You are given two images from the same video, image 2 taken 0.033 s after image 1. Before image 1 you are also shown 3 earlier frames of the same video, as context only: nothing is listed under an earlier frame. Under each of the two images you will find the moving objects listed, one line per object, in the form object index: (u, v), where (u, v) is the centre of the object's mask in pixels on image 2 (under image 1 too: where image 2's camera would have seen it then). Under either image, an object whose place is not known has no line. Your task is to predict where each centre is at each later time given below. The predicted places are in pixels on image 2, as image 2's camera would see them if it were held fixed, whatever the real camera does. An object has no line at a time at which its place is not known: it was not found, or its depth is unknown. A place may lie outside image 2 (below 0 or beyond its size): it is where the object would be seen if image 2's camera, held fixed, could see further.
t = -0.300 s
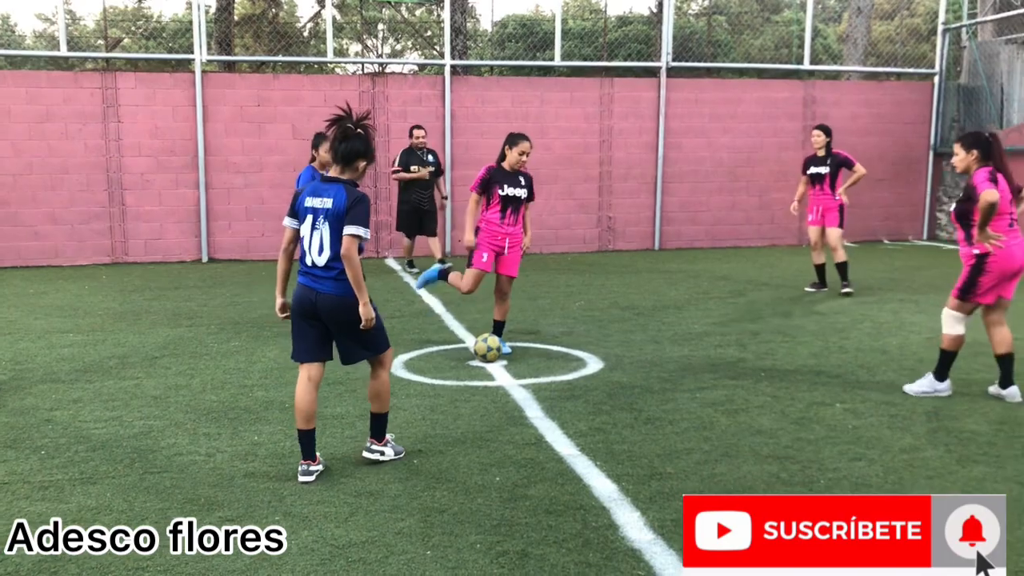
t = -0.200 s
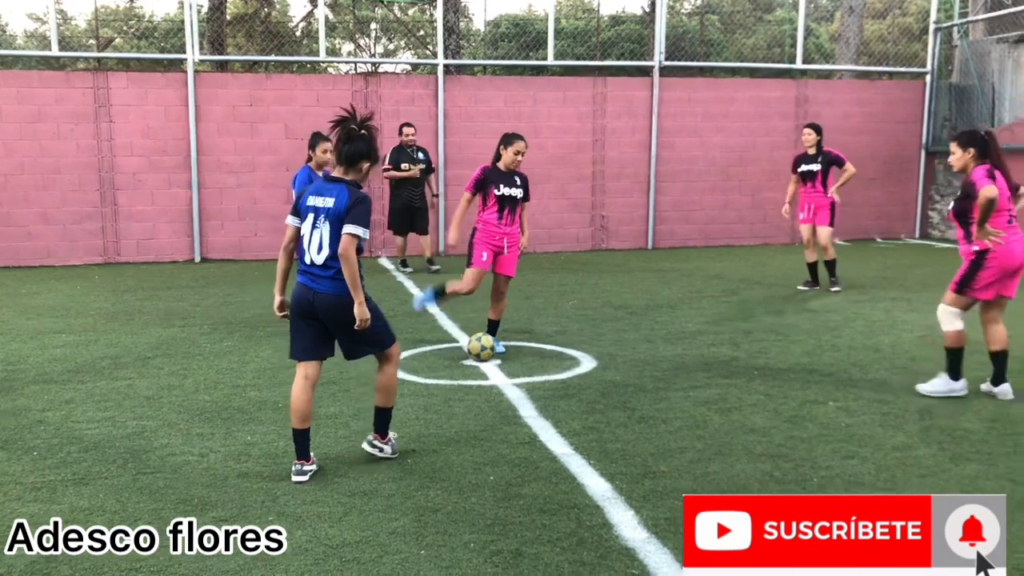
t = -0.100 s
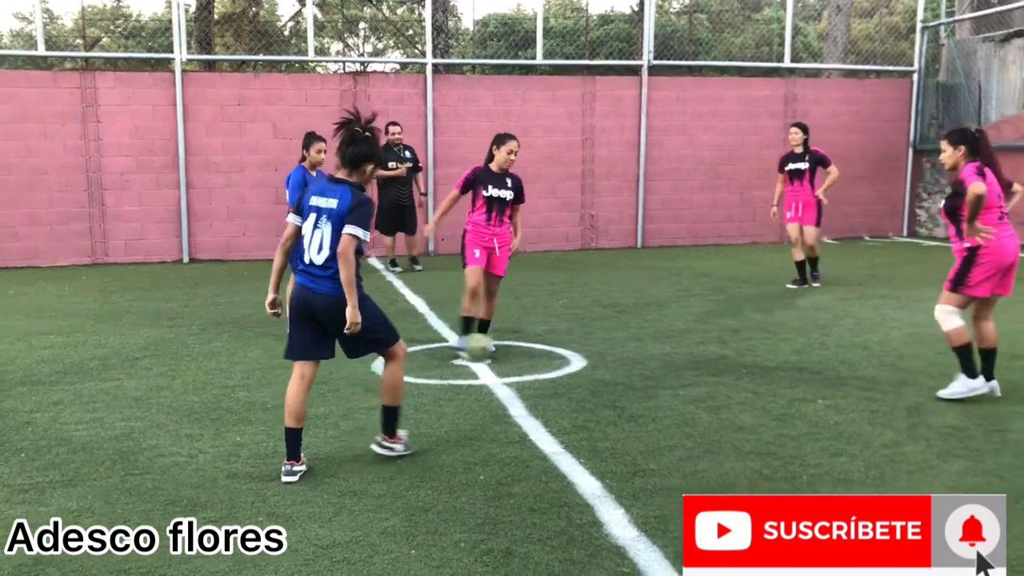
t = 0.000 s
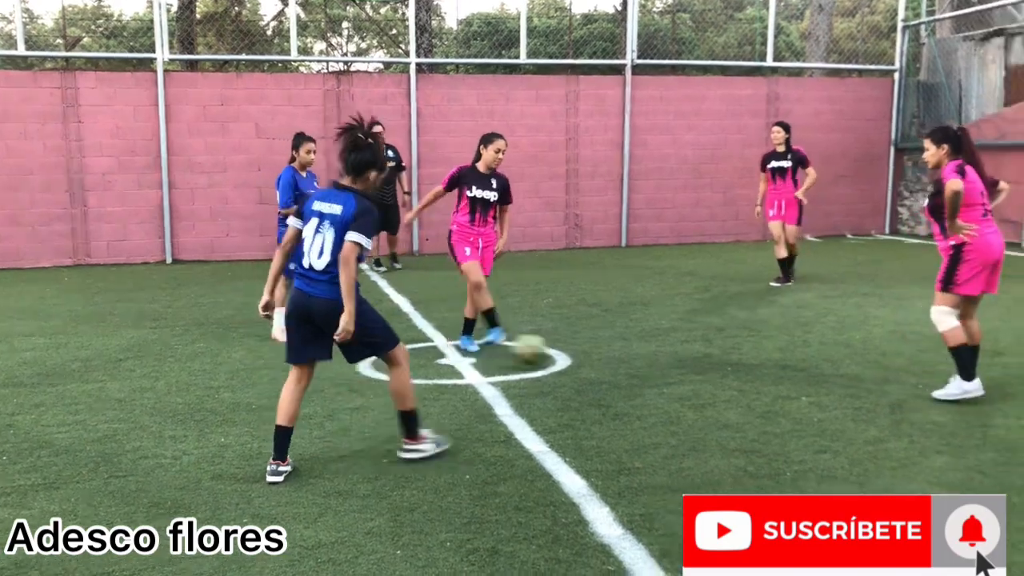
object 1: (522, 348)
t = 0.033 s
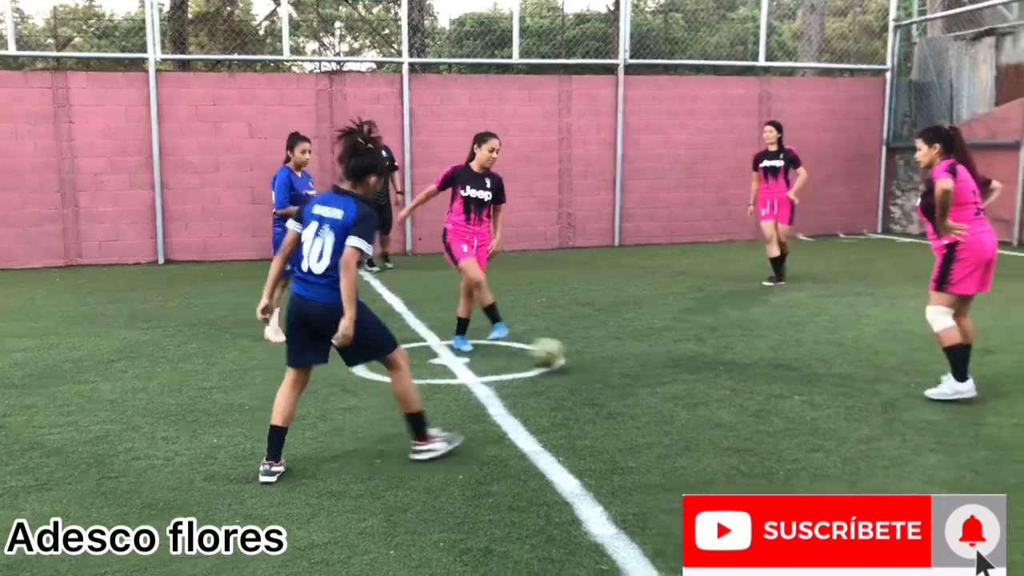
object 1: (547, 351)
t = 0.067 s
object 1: (573, 359)
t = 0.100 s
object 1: (595, 363)
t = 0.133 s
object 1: (616, 365)
